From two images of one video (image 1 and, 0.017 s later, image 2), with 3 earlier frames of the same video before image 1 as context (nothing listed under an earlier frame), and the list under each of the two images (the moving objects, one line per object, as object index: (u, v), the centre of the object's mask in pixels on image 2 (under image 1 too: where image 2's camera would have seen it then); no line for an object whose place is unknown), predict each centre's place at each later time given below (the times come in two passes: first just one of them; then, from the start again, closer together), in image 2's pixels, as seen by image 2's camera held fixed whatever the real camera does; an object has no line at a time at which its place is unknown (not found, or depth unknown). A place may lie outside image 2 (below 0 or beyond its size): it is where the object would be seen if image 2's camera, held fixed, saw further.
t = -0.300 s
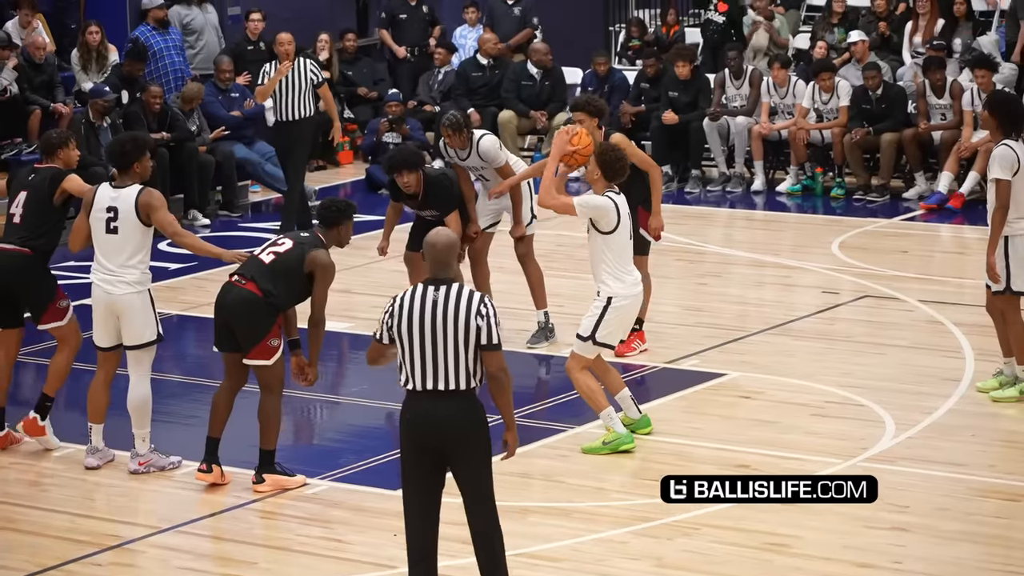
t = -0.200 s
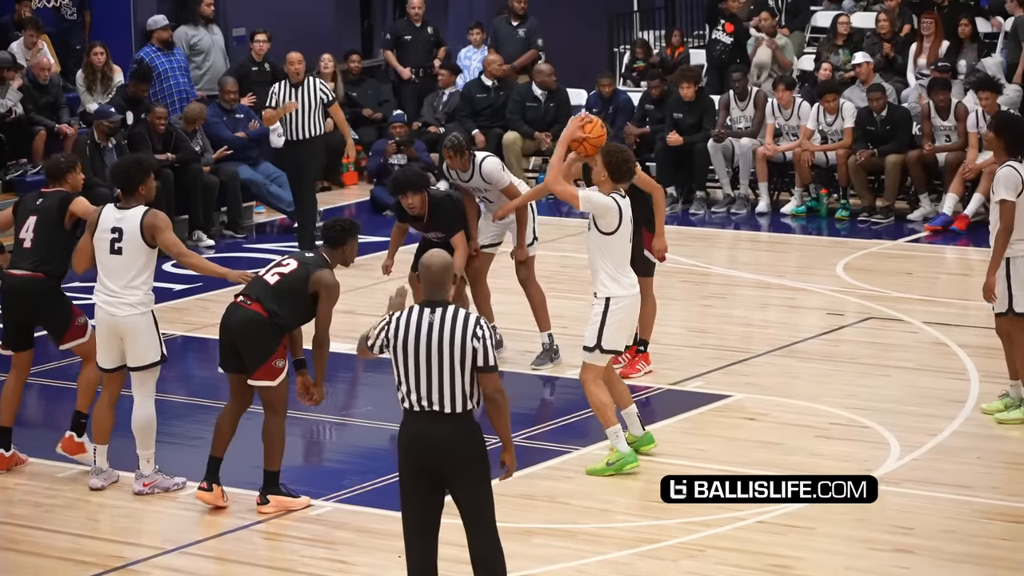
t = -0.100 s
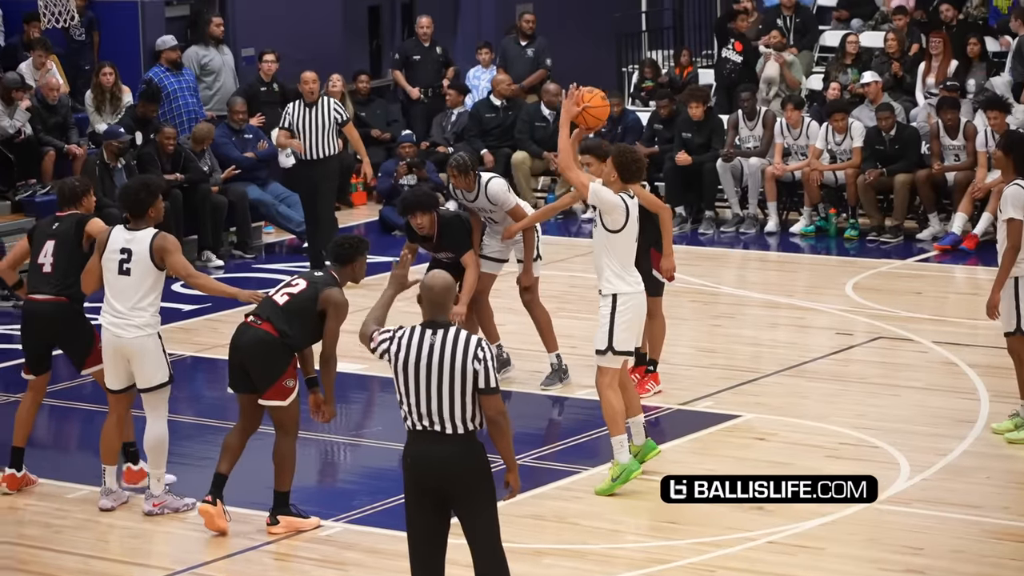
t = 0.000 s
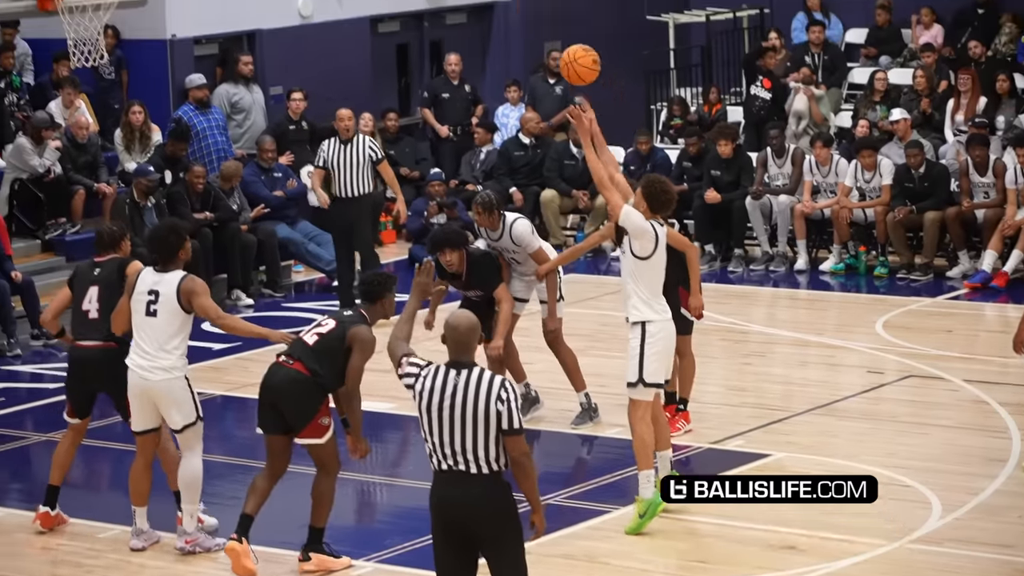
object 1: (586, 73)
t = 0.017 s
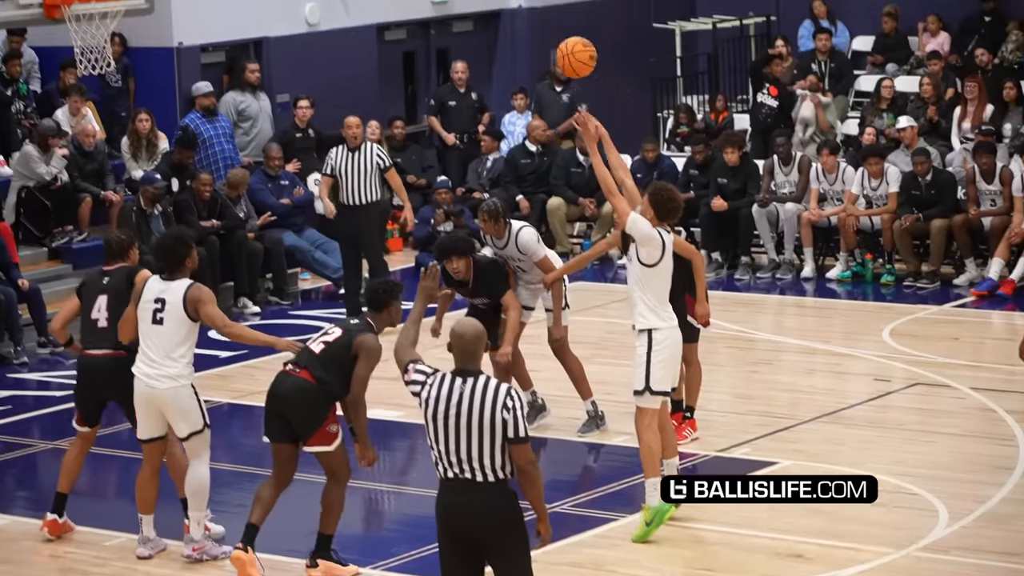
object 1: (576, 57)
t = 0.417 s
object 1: (352, -164)
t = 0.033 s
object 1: (566, 41)
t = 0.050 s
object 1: (556, 27)
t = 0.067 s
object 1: (547, 12)
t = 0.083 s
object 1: (537, 0)
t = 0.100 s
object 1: (526, -13)
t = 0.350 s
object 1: (386, -147)
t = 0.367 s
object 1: (377, -152)
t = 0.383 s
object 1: (369, -157)
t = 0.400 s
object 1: (361, -161)
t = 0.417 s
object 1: (352, -164)
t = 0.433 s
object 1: (344, -168)
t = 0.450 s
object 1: (336, -170)
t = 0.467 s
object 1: (328, -173)
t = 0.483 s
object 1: (320, -174)
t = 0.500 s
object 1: (312, -176)
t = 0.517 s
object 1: (304, -177)
